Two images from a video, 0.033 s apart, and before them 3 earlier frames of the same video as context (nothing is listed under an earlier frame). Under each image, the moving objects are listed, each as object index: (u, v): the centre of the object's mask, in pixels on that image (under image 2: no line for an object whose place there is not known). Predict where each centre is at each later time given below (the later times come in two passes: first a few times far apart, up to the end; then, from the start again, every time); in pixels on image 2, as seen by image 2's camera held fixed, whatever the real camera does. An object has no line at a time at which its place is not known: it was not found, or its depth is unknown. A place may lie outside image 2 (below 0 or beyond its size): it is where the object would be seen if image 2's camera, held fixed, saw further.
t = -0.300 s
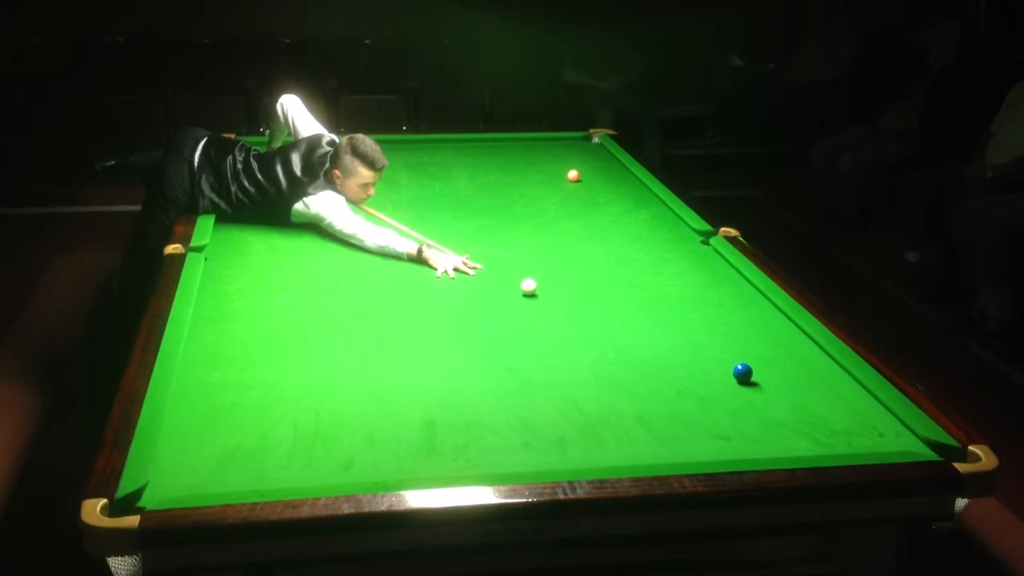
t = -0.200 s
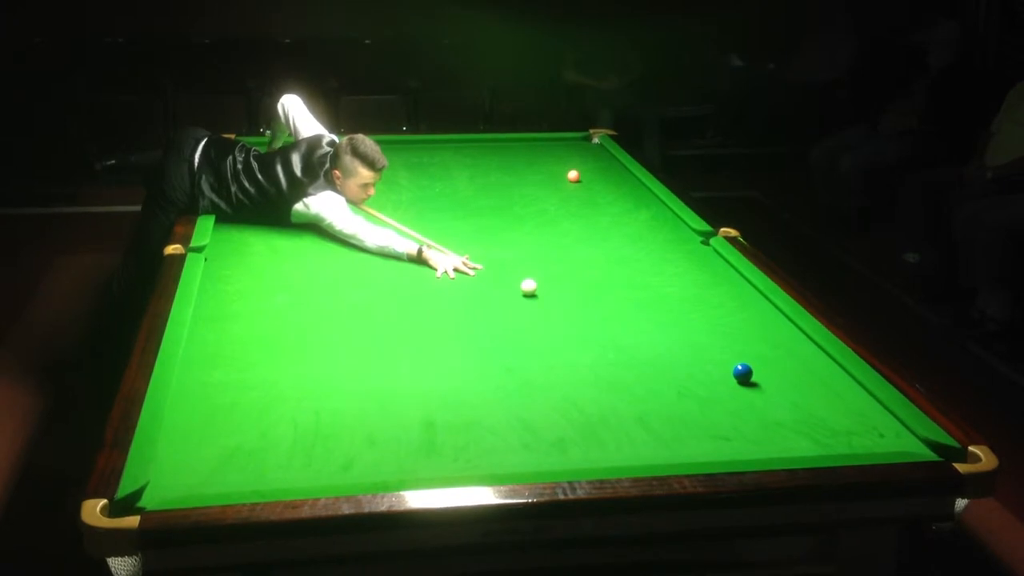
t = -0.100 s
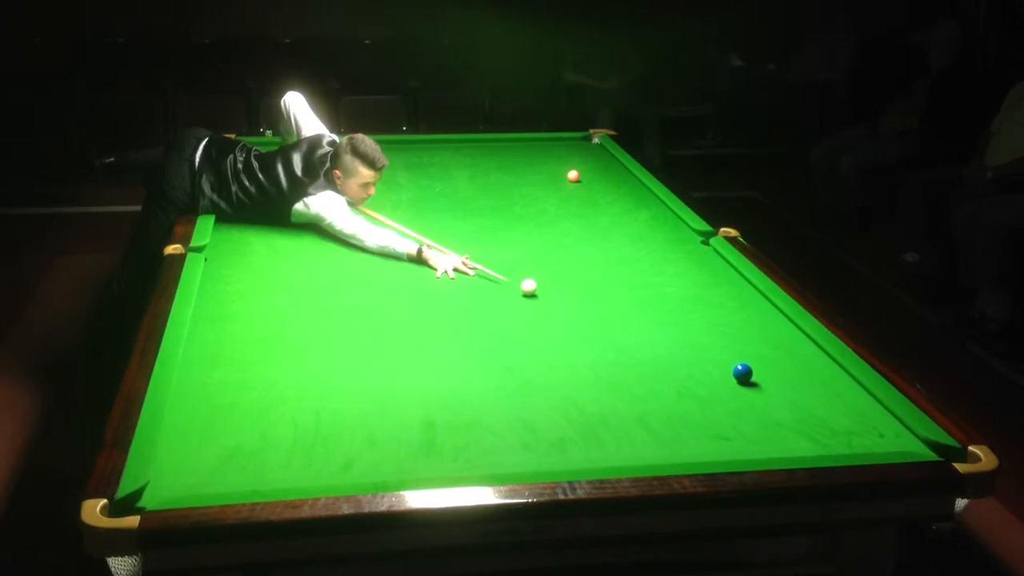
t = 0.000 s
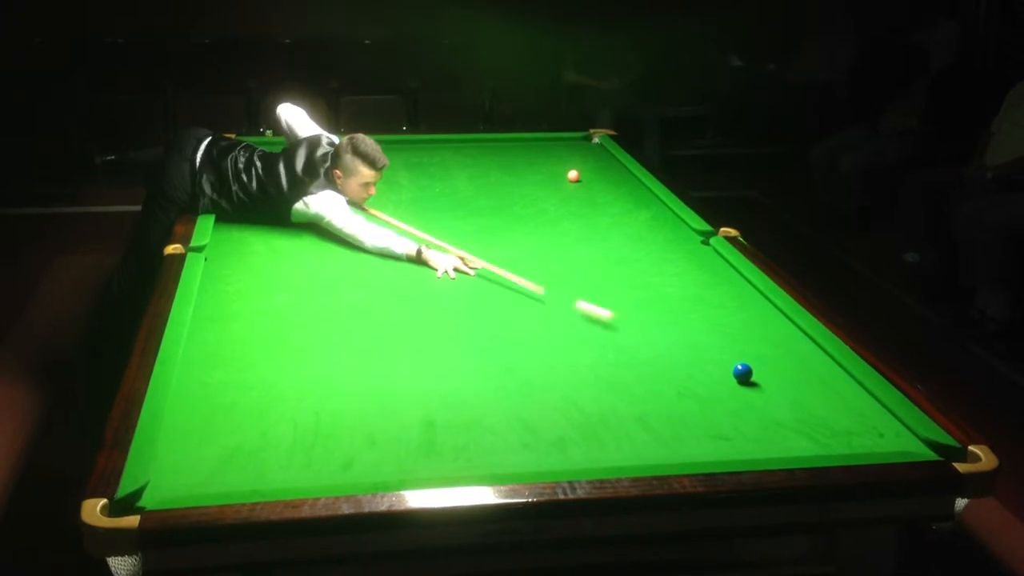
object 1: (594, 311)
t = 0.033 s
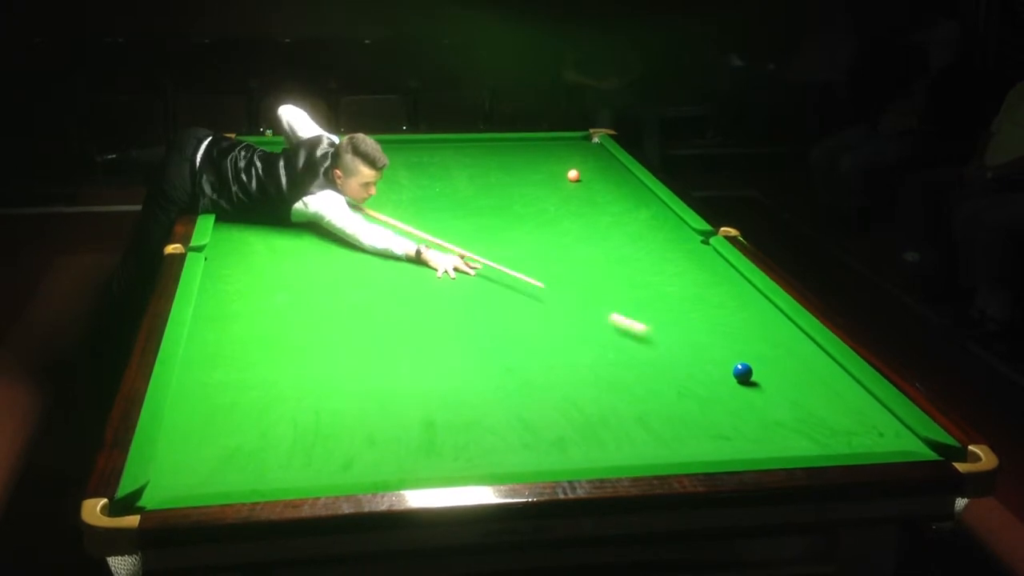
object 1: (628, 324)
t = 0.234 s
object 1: (729, 365)
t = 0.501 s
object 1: (703, 352)
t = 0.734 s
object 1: (679, 341)
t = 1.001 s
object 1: (655, 329)
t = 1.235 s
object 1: (635, 321)
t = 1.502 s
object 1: (615, 312)
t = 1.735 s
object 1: (599, 305)
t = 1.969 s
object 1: (584, 298)
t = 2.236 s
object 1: (569, 292)
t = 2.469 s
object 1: (556, 287)
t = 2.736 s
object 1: (544, 282)
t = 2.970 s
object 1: (535, 277)
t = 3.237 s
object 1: (526, 273)
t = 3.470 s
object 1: (518, 270)
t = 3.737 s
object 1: (511, 268)
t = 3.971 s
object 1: (507, 265)
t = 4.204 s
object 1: (502, 263)
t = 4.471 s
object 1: (499, 262)
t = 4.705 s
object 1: (496, 261)
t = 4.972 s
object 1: (495, 261)
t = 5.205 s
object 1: (494, 261)
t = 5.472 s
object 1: (494, 261)
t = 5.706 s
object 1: (494, 261)
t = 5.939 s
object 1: (494, 261)
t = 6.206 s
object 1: (494, 261)
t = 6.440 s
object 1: (494, 261)
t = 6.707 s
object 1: (495, 260)
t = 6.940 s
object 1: (495, 261)
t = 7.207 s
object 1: (494, 260)
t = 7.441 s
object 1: (494, 260)
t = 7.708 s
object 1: (494, 261)
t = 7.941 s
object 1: (495, 261)
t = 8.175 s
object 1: (495, 261)
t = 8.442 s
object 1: (494, 261)
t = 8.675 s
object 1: (494, 261)
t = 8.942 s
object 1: (494, 261)
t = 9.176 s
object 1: (494, 260)
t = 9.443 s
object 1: (494, 259)
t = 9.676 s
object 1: (495, 260)
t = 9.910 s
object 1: (495, 260)
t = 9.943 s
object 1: (495, 260)
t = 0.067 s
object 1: (663, 338)
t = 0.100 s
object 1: (701, 353)
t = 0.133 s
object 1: (727, 365)
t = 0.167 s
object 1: (729, 366)
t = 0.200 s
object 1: (729, 365)
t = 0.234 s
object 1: (729, 365)
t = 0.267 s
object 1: (727, 364)
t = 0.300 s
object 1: (725, 362)
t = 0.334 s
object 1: (721, 361)
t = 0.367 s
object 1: (718, 360)
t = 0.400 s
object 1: (714, 358)
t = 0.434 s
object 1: (710, 356)
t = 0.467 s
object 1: (707, 354)
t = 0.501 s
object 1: (703, 352)
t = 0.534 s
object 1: (699, 351)
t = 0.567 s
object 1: (696, 349)
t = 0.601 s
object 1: (692, 347)
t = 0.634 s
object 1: (689, 345)
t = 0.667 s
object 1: (686, 344)
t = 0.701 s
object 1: (683, 342)
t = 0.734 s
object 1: (679, 341)
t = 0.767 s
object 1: (676, 339)
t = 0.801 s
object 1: (673, 338)
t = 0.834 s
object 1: (670, 337)
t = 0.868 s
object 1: (667, 335)
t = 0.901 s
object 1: (664, 333)
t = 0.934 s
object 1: (661, 332)
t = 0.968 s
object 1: (658, 331)
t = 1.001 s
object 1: (655, 329)
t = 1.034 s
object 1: (652, 328)
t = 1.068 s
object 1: (649, 327)
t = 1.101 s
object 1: (646, 326)
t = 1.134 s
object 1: (644, 325)
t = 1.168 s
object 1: (641, 324)
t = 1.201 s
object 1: (638, 322)
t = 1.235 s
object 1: (635, 321)
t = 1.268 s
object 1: (633, 320)
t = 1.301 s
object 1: (630, 319)
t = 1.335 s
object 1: (627, 318)
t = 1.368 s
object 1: (625, 317)
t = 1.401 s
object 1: (622, 316)
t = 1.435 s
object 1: (620, 314)
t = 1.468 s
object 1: (617, 313)
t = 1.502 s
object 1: (615, 312)
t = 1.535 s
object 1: (613, 311)
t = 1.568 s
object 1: (610, 310)
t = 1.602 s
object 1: (608, 309)
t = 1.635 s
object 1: (606, 308)
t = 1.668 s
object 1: (603, 307)
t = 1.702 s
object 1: (601, 306)
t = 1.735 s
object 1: (599, 305)
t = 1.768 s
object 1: (597, 304)
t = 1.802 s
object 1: (594, 303)
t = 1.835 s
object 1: (592, 302)
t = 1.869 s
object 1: (590, 301)
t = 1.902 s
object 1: (588, 300)
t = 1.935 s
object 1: (586, 299)
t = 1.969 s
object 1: (584, 298)
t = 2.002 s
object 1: (582, 298)
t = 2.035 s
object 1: (580, 297)
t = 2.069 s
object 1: (578, 296)
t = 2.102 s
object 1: (576, 295)
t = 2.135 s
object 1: (574, 294)
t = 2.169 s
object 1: (572, 293)
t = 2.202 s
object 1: (571, 293)
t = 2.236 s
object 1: (569, 292)
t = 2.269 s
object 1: (567, 291)
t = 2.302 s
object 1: (565, 291)
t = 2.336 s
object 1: (563, 290)
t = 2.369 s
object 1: (561, 289)
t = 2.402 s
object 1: (560, 289)
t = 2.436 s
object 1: (558, 288)
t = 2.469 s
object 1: (556, 287)
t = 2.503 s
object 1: (555, 286)
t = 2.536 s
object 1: (553, 285)
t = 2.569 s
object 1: (552, 285)
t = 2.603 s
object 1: (550, 284)
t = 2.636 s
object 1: (549, 284)
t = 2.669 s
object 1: (547, 284)
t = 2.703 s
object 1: (546, 283)
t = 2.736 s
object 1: (544, 282)
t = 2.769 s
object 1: (543, 282)
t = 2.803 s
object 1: (541, 281)
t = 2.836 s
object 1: (540, 280)
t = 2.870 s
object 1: (539, 279)
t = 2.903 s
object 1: (537, 279)
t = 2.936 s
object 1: (536, 278)
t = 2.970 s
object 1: (535, 277)
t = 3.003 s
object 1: (534, 277)
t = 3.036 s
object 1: (532, 276)
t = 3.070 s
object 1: (531, 276)
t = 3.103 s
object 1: (530, 276)
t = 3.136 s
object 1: (529, 275)
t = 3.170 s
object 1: (528, 274)
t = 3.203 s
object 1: (527, 274)
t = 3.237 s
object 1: (526, 273)
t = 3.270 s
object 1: (524, 273)
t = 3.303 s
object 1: (523, 272)
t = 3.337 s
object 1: (522, 272)
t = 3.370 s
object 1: (522, 272)
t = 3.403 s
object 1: (520, 271)
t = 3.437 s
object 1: (519, 271)
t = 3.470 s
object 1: (518, 270)
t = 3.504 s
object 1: (517, 270)
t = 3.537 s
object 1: (516, 270)
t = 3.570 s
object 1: (516, 269)
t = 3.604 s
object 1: (515, 269)
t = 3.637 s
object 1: (514, 268)
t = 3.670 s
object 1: (513, 268)
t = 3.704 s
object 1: (512, 268)
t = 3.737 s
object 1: (511, 268)
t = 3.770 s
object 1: (511, 268)
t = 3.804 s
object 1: (510, 267)
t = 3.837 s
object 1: (509, 266)
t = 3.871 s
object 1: (508, 266)
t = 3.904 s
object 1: (508, 265)
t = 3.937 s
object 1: (507, 265)
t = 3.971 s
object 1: (507, 265)
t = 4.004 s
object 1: (506, 265)
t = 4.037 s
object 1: (505, 264)
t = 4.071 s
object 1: (505, 264)
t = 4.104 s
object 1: (504, 264)
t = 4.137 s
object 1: (503, 264)
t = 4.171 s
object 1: (503, 263)
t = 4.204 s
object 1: (502, 263)
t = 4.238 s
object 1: (502, 263)
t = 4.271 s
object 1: (501, 263)
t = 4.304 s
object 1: (501, 263)
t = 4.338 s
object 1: (501, 262)
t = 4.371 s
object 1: (500, 262)
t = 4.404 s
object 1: (500, 263)
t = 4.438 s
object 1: (499, 262)
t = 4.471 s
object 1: (499, 262)
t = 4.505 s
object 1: (498, 262)
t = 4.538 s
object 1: (498, 262)
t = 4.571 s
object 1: (498, 262)
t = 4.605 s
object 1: (498, 262)
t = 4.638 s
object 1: (497, 262)
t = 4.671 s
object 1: (497, 262)
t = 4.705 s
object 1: (496, 261)
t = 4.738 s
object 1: (496, 261)
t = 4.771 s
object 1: (496, 262)
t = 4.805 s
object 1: (495, 262)
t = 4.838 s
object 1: (495, 261)
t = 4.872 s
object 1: (495, 261)
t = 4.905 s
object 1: (495, 261)
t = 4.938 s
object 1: (495, 261)
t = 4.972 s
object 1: (495, 261)
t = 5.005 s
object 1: (495, 261)
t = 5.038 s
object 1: (495, 261)
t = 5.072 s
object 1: (495, 261)
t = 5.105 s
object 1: (495, 260)
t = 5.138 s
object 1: (494, 261)
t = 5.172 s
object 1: (494, 261)
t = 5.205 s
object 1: (494, 261)
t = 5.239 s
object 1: (494, 261)
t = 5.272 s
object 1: (494, 261)
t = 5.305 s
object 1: (494, 261)
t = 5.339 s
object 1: (494, 260)
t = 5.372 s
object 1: (494, 261)
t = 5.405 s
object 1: (494, 261)
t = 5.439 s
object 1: (494, 261)
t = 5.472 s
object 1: (494, 261)
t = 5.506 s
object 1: (494, 261)
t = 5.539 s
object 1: (494, 261)
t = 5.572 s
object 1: (494, 261)
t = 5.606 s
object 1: (494, 261)
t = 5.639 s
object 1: (494, 261)
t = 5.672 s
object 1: (494, 261)
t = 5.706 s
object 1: (494, 261)
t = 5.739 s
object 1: (494, 261)
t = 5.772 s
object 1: (494, 261)
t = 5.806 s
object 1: (494, 261)
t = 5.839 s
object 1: (494, 261)
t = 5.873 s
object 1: (494, 261)
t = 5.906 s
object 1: (494, 261)
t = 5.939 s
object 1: (494, 261)
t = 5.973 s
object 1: (494, 261)
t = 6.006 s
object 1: (494, 261)
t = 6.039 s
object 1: (494, 261)
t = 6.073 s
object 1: (494, 261)
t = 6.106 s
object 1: (494, 261)
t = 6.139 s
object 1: (494, 261)
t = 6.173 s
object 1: (494, 261)
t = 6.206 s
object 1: (494, 261)
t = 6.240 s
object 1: (494, 261)
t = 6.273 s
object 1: (494, 261)
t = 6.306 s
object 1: (494, 261)
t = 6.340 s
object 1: (494, 261)
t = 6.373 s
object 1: (494, 261)
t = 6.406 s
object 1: (494, 261)
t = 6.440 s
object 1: (494, 261)
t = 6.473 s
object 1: (494, 261)
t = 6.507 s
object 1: (494, 261)
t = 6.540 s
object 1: (494, 261)
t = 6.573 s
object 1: (495, 260)
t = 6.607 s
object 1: (495, 260)
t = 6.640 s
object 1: (495, 260)
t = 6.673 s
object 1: (495, 260)
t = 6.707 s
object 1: (495, 260)
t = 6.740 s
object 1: (495, 259)
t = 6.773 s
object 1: (495, 260)
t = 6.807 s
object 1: (495, 260)
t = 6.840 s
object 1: (495, 260)
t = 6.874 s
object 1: (495, 260)
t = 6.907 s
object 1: (495, 260)
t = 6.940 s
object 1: (495, 261)
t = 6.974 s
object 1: (494, 261)
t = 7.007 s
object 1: (494, 261)
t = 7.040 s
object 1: (494, 260)
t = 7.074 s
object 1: (495, 260)
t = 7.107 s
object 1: (494, 260)
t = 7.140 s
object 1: (494, 260)
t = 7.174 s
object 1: (494, 260)
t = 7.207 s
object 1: (494, 260)
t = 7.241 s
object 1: (494, 261)
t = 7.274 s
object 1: (494, 261)
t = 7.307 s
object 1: (494, 261)
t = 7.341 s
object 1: (494, 261)
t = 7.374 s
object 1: (494, 261)
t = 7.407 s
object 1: (494, 261)
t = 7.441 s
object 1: (494, 260)
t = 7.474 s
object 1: (494, 261)
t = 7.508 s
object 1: (494, 261)
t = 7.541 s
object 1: (494, 261)
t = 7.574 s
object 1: (494, 261)
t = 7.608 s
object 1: (494, 261)
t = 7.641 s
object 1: (494, 261)
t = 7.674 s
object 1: (494, 261)
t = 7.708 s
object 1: (494, 261)
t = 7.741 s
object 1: (494, 261)
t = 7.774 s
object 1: (494, 261)
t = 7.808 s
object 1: (494, 261)
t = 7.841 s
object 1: (495, 261)
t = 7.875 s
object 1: (494, 261)
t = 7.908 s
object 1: (494, 261)
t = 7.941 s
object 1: (495, 261)
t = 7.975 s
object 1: (494, 261)
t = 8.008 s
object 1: (494, 261)
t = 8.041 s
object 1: (494, 261)
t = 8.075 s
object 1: (494, 261)
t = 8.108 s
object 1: (495, 261)
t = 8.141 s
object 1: (495, 261)
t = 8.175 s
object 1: (495, 261)
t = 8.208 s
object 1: (495, 262)
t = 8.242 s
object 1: (495, 261)
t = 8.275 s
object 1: (495, 261)
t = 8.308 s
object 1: (495, 261)
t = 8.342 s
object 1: (495, 261)
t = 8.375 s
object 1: (494, 261)
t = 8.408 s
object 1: (494, 261)
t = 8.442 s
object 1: (494, 261)
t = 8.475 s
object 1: (494, 261)
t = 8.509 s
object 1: (494, 261)
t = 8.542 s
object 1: (494, 261)
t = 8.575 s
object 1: (494, 262)
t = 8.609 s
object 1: (494, 262)
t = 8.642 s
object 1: (494, 261)
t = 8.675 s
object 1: (494, 261)
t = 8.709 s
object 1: (494, 261)
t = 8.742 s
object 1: (494, 261)
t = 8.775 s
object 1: (494, 261)
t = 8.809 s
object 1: (494, 262)
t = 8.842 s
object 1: (494, 261)
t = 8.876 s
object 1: (494, 261)
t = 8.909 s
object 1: (494, 261)
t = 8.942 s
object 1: (494, 261)
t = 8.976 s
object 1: (494, 261)
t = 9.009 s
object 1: (494, 261)
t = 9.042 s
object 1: (494, 261)
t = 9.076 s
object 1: (494, 260)
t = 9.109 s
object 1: (494, 260)
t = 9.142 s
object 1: (494, 260)
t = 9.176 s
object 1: (494, 260)
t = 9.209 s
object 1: (494, 260)
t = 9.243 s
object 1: (494, 260)
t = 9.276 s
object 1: (494, 260)
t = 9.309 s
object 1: (494, 260)
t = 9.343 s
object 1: (494, 260)
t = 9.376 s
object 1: (494, 260)
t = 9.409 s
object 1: (494, 260)
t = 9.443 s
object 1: (494, 259)
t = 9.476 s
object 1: (495, 260)
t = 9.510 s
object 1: (495, 260)
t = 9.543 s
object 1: (495, 260)
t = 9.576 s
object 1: (495, 260)
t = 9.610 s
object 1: (495, 260)
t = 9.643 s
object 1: (495, 260)
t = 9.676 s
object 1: (495, 260)
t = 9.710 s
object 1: (495, 260)
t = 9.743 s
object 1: (495, 260)
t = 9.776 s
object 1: (495, 260)
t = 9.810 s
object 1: (495, 260)
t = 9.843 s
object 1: (495, 260)
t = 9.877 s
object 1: (495, 260)
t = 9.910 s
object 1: (495, 260)
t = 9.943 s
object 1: (495, 260)
